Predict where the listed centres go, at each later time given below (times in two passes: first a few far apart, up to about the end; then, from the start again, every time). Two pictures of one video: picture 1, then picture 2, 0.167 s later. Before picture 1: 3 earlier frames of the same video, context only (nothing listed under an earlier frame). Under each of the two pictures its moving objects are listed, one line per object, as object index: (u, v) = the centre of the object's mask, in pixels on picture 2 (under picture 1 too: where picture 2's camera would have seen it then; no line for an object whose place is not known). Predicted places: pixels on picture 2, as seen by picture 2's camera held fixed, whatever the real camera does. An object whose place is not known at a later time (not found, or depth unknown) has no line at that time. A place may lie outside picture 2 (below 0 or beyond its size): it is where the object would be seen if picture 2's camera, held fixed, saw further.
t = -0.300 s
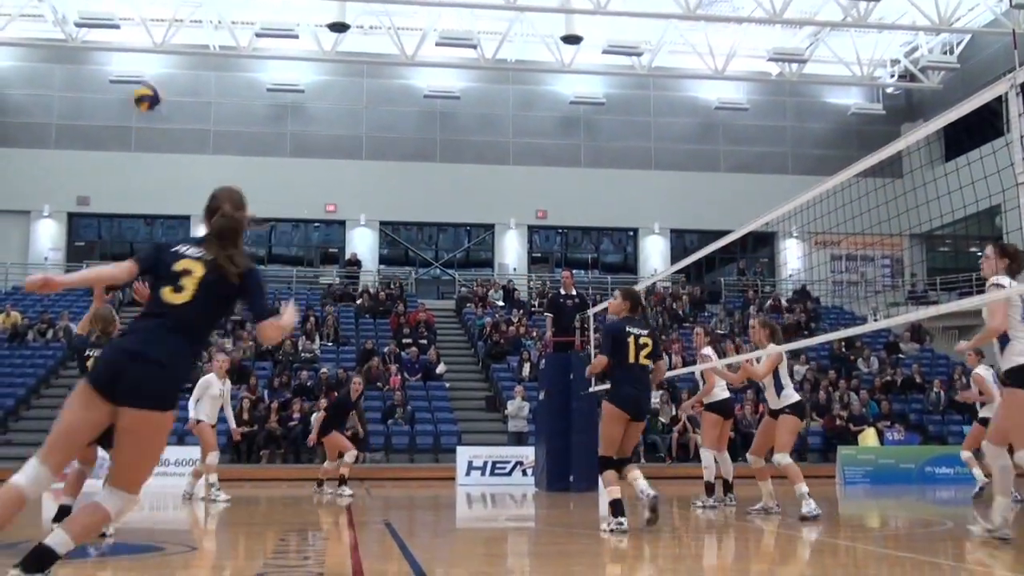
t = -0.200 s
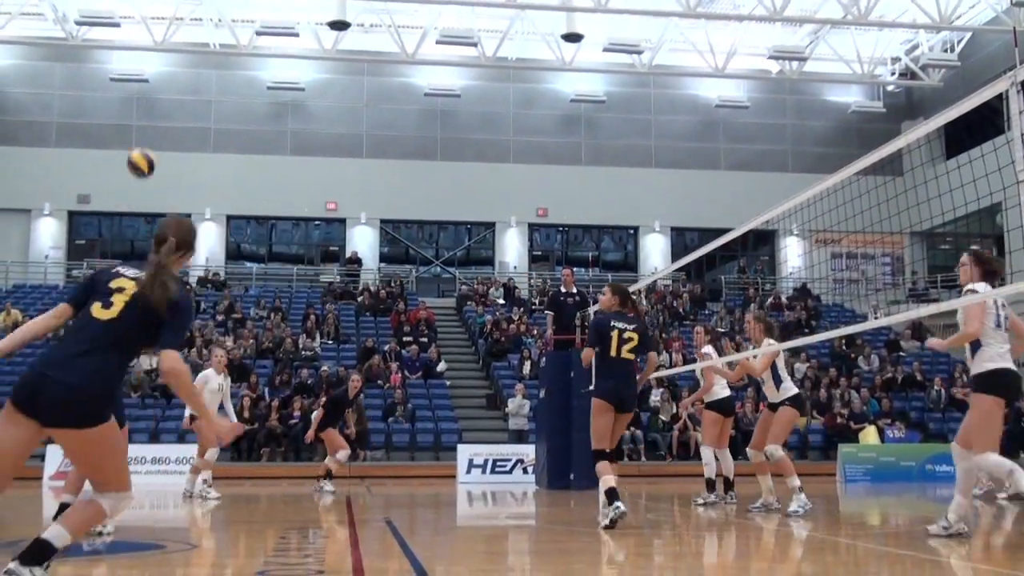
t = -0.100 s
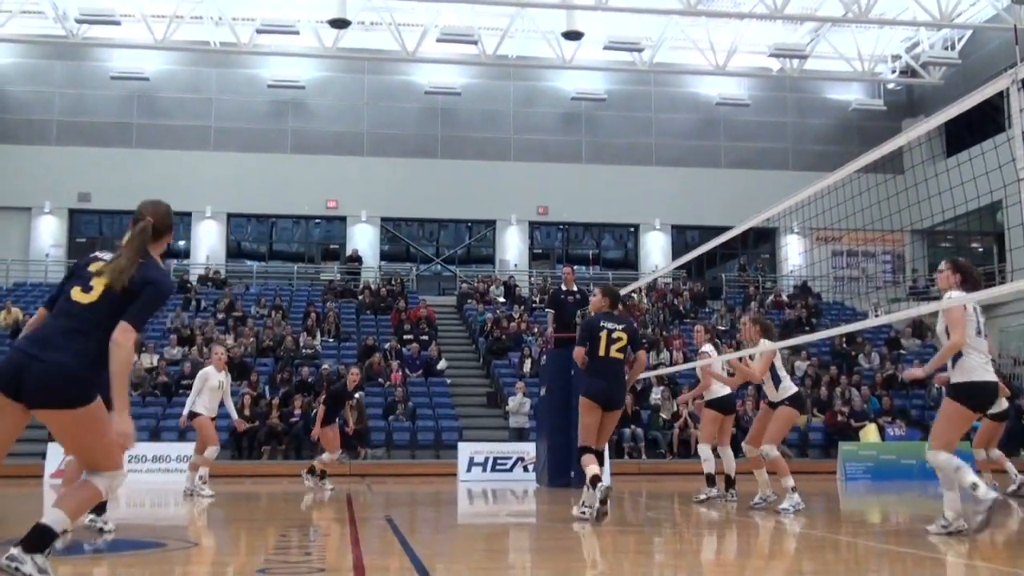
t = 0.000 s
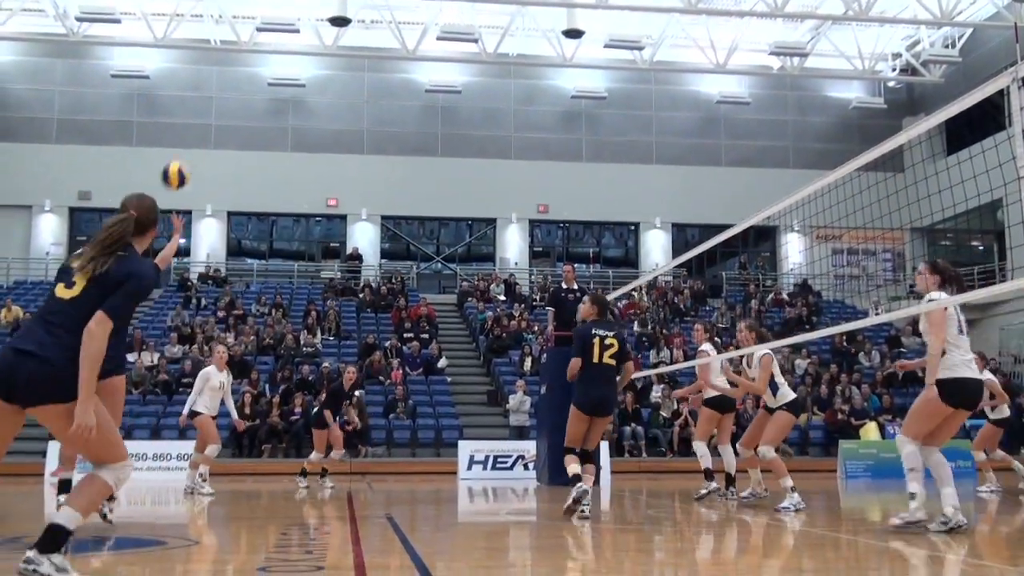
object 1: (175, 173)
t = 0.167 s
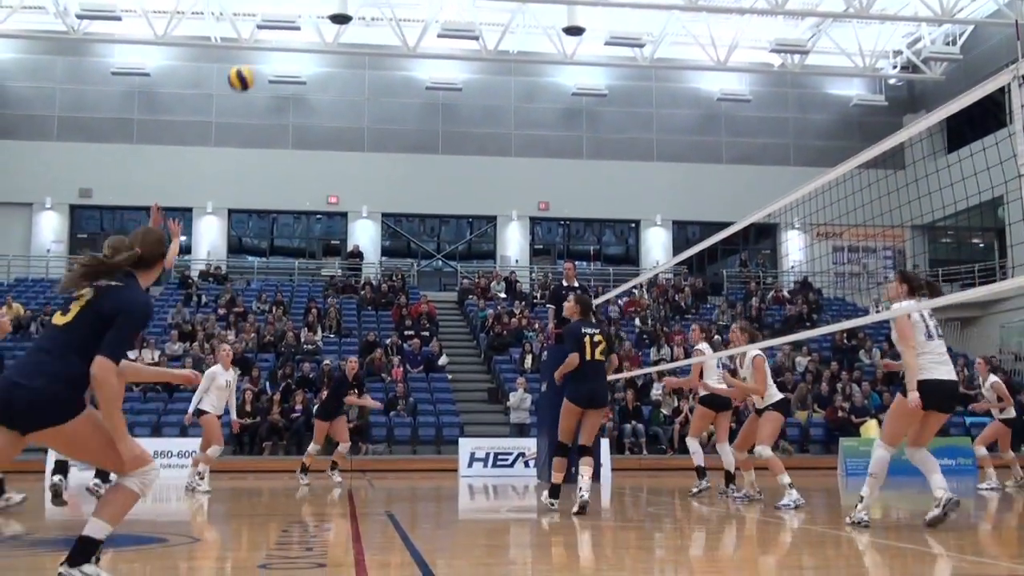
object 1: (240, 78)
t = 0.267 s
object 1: (274, 47)
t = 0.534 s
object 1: (347, 22)
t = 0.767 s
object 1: (399, 57)
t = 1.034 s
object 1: (449, 147)
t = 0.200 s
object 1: (252, 66)
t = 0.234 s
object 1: (263, 56)
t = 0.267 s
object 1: (274, 47)
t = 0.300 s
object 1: (285, 39)
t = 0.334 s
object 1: (294, 33)
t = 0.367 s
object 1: (304, 27)
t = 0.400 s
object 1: (313, 24)
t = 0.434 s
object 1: (322, 22)
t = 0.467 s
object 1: (331, 21)
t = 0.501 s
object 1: (339, 21)
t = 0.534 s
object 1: (347, 22)
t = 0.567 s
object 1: (355, 24)
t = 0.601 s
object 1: (363, 28)
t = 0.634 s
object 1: (371, 32)
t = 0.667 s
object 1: (378, 37)
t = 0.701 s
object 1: (386, 43)
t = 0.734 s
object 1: (392, 50)
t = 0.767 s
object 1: (399, 57)
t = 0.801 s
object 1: (407, 65)
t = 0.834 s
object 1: (413, 75)
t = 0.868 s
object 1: (419, 86)
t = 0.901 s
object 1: (425, 96)
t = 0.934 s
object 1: (431, 108)
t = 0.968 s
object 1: (437, 120)
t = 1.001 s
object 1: (443, 133)
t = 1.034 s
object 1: (449, 147)
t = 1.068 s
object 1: (454, 161)
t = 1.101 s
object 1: (459, 176)
